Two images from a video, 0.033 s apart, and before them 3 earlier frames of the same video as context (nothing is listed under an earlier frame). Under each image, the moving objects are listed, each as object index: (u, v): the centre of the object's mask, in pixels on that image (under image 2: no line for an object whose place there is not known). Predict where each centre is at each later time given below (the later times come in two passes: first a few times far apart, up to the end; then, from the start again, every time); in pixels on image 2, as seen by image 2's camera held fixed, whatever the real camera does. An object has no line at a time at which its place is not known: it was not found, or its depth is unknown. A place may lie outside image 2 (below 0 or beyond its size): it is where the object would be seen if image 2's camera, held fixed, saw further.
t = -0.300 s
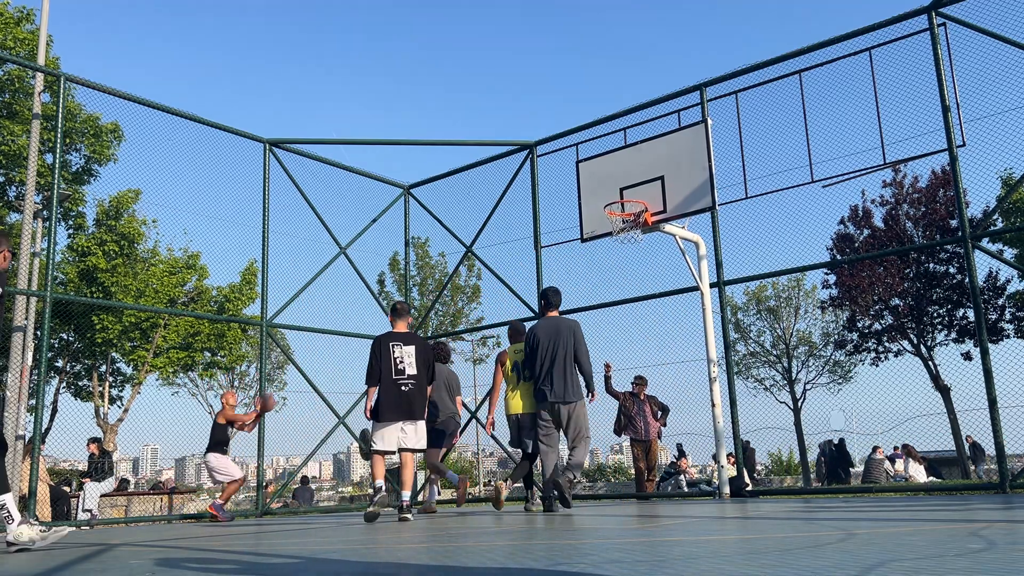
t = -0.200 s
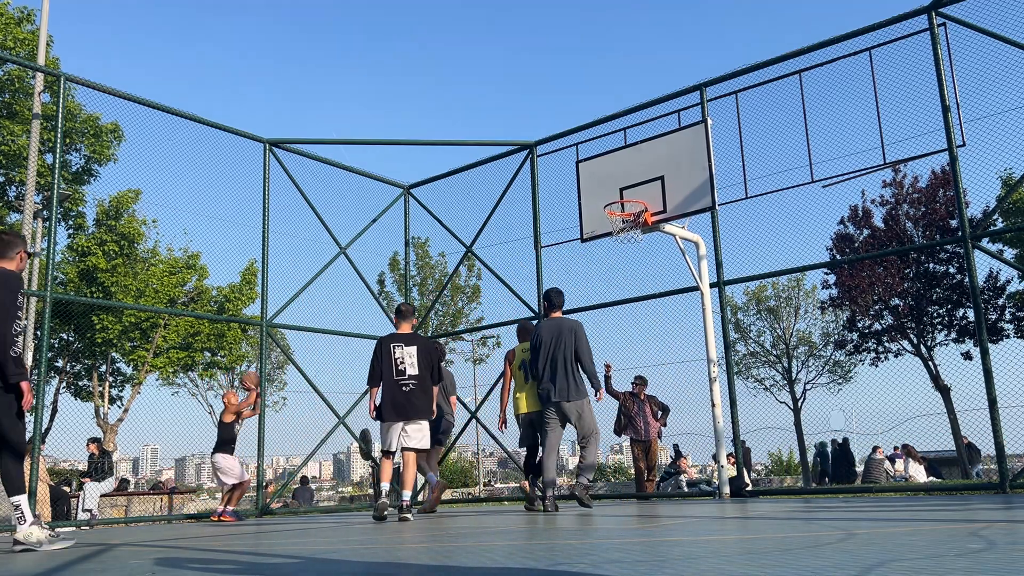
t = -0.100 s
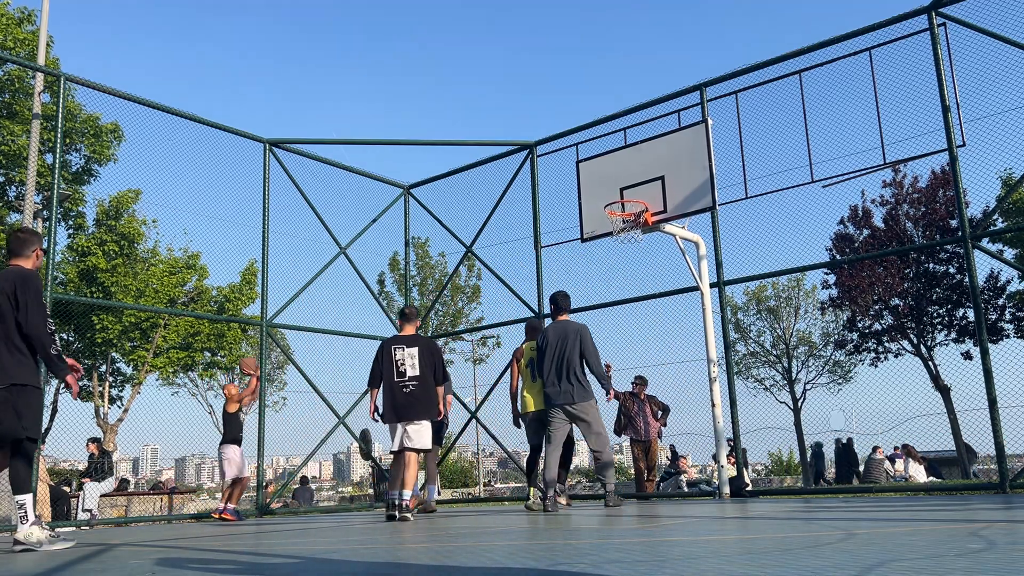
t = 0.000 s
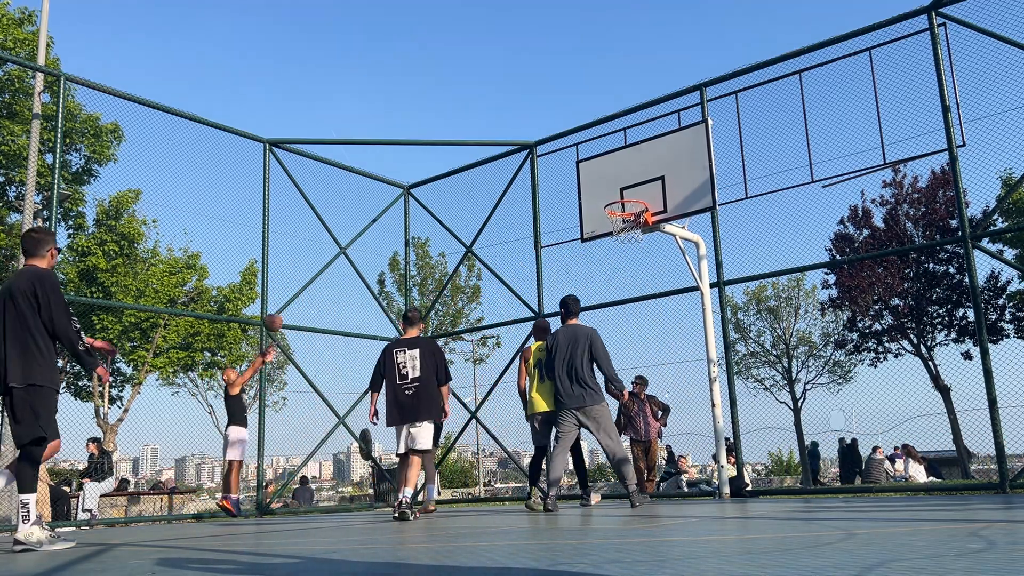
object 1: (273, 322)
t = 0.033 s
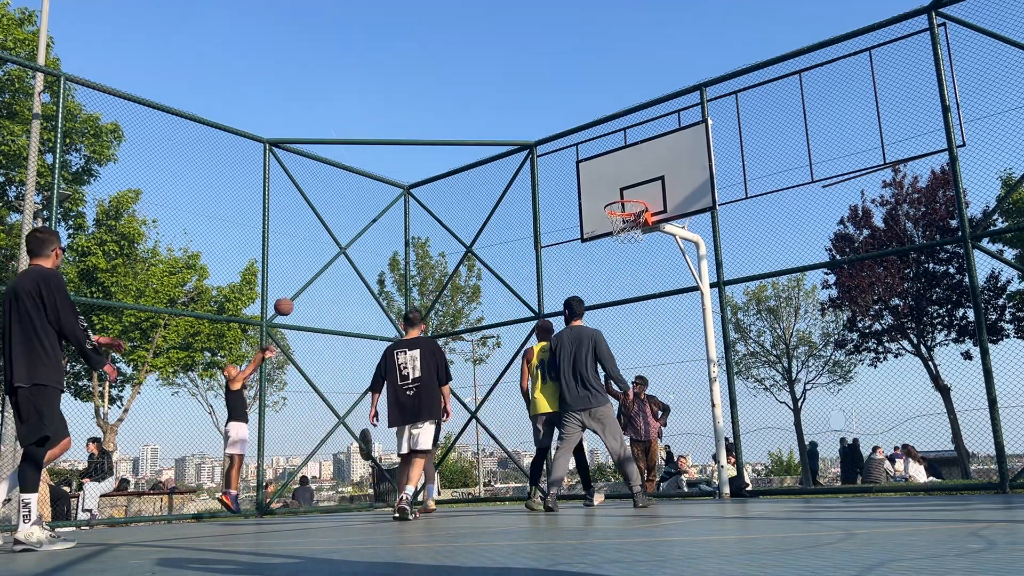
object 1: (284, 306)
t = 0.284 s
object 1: (364, 214)
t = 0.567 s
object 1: (457, 166)
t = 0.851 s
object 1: (555, 178)
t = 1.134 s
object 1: (592, 190)
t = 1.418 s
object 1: (544, 195)
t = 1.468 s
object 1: (536, 202)
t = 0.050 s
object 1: (289, 299)
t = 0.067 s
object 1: (294, 291)
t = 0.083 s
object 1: (299, 284)
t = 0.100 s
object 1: (305, 277)
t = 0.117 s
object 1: (310, 271)
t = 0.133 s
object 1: (316, 264)
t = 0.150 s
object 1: (321, 257)
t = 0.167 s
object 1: (327, 252)
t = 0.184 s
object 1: (332, 246)
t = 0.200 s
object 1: (338, 240)
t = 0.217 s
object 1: (343, 234)
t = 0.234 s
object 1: (349, 229)
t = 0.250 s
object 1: (354, 224)
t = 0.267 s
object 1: (359, 219)
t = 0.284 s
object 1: (364, 214)
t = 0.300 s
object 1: (370, 210)
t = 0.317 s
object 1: (375, 206)
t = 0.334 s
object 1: (381, 202)
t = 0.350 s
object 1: (386, 198)
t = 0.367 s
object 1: (392, 194)
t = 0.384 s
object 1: (397, 191)
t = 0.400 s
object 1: (402, 187)
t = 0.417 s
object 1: (408, 184)
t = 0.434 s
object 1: (413, 181)
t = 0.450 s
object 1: (418, 179)
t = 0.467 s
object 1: (424, 176)
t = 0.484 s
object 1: (429, 174)
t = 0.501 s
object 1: (435, 172)
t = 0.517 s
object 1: (440, 170)
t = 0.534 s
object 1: (446, 168)
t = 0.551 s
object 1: (451, 167)
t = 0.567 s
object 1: (457, 166)
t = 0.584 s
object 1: (462, 165)
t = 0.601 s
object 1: (468, 164)
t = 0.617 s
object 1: (474, 164)
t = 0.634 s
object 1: (479, 163)
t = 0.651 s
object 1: (485, 163)
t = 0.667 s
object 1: (491, 163)
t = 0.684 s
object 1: (497, 163)
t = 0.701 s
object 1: (502, 164)
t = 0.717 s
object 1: (508, 164)
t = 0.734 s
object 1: (514, 165)
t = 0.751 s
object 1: (520, 167)
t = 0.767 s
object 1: (526, 168)
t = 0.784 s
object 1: (531, 169)
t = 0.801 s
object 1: (537, 171)
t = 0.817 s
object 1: (544, 173)
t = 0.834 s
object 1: (549, 176)
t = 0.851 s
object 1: (555, 178)
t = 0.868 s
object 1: (562, 181)
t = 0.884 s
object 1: (568, 184)
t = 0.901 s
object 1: (574, 187)
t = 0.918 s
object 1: (580, 190)
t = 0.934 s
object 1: (587, 194)
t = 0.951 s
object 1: (593, 197)
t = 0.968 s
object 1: (598, 201)
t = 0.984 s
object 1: (602, 205)
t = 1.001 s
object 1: (603, 204)
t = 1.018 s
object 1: (603, 202)
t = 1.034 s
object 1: (602, 200)
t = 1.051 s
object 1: (601, 199)
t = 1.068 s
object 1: (600, 197)
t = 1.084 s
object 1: (598, 195)
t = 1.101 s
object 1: (596, 194)
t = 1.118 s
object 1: (594, 192)
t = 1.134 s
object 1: (592, 190)
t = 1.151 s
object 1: (588, 189)
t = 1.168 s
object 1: (585, 188)
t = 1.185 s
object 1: (582, 186)
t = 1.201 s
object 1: (580, 186)
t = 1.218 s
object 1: (577, 185)
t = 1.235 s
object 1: (574, 185)
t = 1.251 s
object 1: (571, 185)
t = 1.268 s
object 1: (568, 185)
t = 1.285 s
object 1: (566, 185)
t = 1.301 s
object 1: (563, 186)
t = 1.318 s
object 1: (560, 187)
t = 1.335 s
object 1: (557, 187)
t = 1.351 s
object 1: (554, 189)
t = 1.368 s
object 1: (552, 190)
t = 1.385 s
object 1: (549, 191)
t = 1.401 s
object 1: (547, 193)
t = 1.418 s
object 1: (544, 195)
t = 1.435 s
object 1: (541, 198)
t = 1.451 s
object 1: (539, 200)
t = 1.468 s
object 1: (536, 202)
